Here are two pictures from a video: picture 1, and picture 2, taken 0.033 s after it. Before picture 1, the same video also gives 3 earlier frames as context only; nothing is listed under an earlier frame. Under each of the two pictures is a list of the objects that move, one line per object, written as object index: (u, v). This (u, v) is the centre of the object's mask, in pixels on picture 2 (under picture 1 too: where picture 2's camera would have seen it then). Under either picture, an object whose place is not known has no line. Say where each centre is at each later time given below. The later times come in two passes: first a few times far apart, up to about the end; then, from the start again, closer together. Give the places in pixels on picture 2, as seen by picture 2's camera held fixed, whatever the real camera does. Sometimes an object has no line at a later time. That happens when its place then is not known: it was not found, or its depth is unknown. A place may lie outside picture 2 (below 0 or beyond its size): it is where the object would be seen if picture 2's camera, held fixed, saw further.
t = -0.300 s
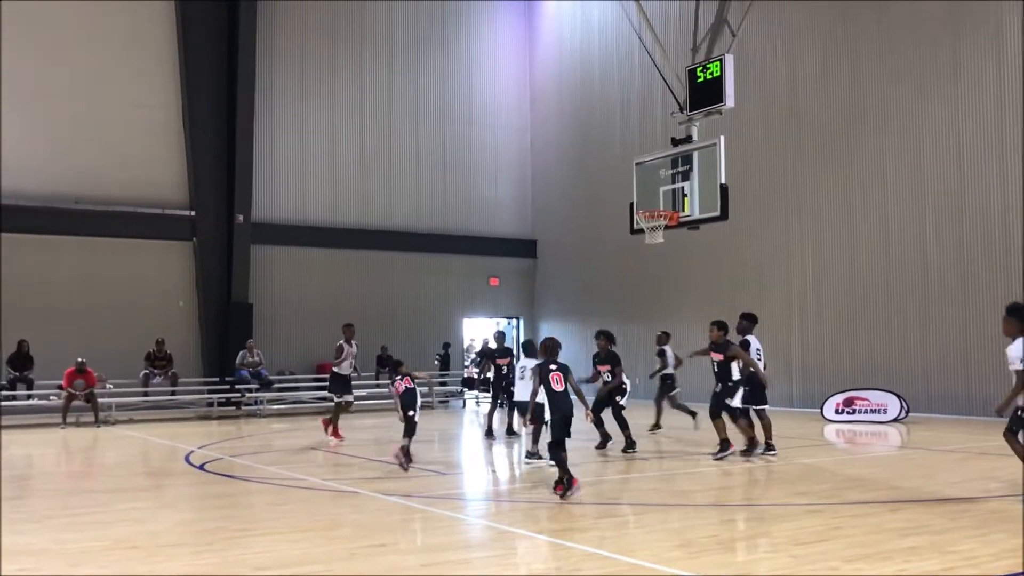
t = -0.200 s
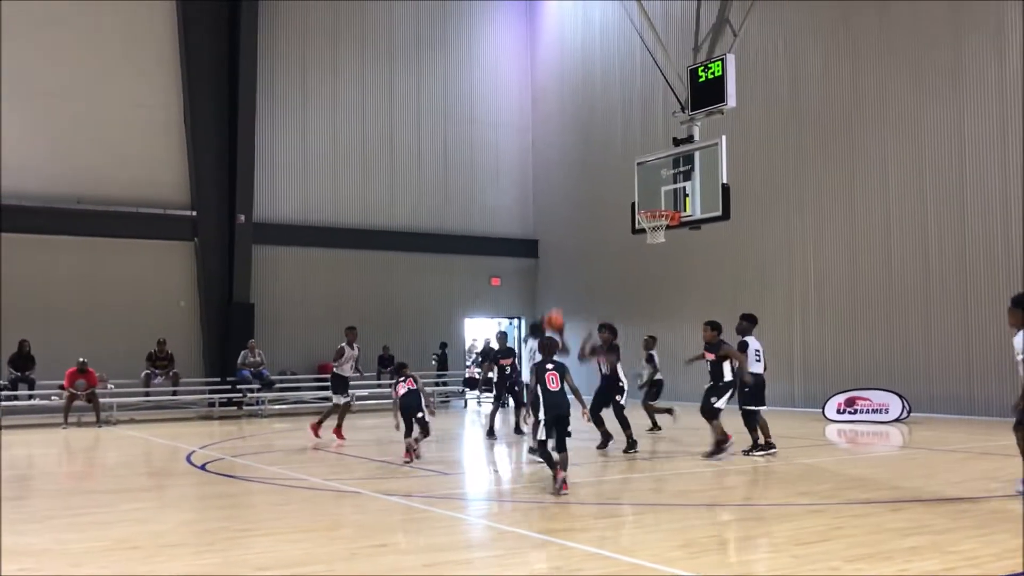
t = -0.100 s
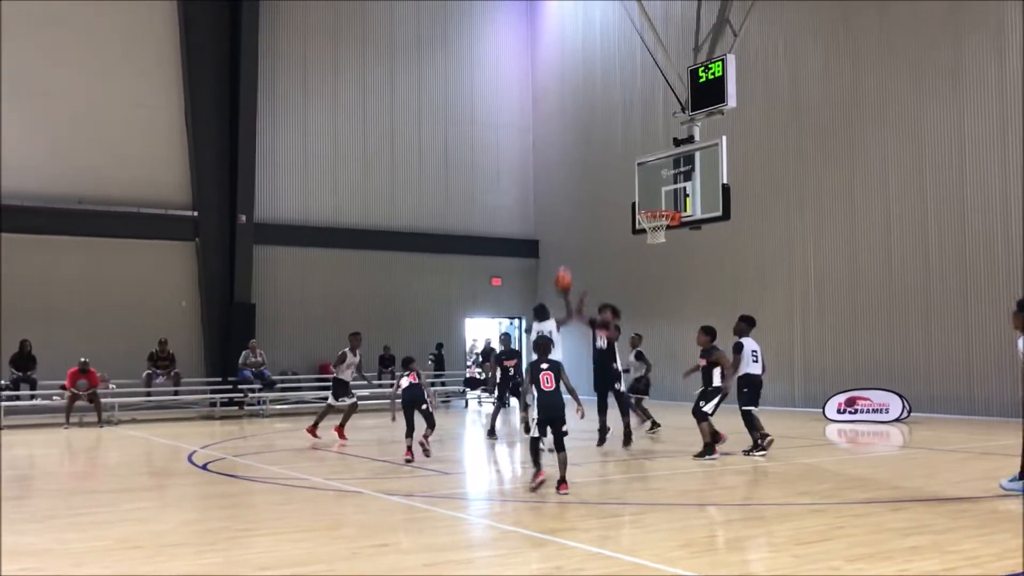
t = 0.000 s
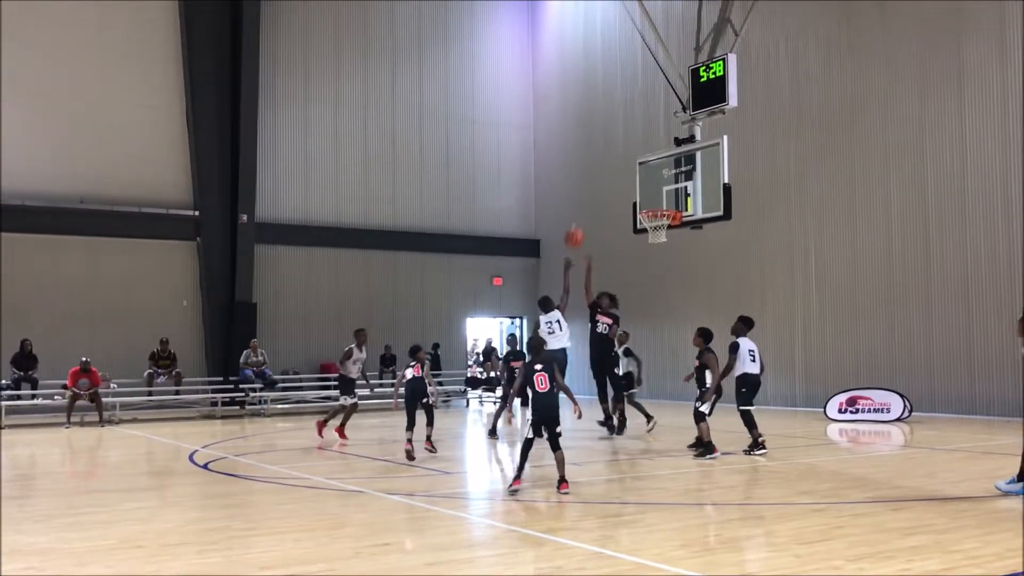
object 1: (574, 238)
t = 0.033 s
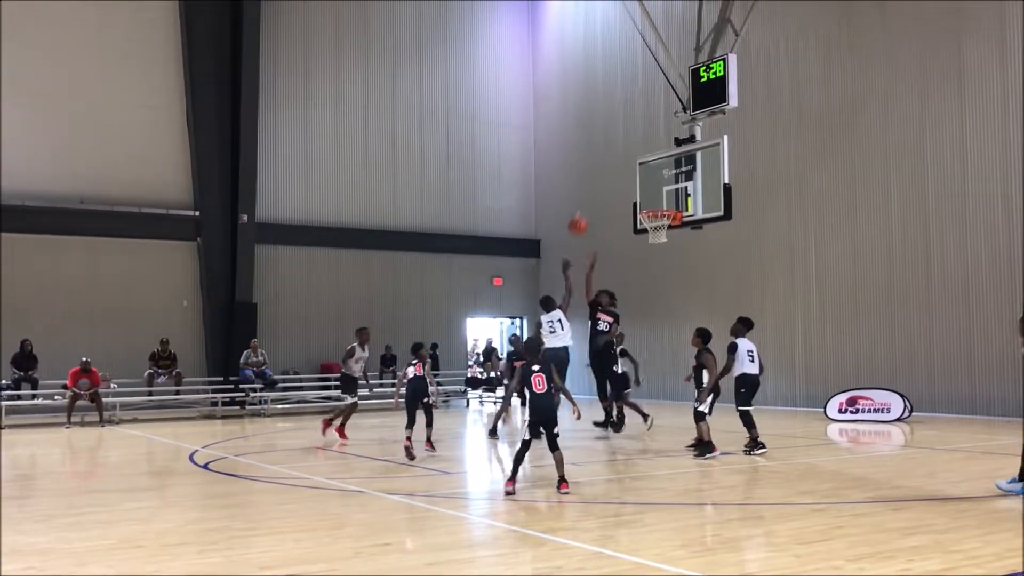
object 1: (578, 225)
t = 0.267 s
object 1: (603, 172)
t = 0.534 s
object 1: (629, 169)
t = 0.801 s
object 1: (651, 199)
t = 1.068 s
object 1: (663, 204)
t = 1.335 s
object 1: (647, 206)
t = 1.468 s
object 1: (637, 216)
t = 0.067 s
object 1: (581, 215)
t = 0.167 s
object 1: (593, 188)
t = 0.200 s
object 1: (596, 182)
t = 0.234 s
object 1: (600, 177)
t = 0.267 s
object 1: (603, 172)
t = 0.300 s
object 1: (606, 169)
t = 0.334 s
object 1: (610, 167)
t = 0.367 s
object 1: (613, 165)
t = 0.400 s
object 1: (617, 164)
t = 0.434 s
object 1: (620, 164)
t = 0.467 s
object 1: (623, 165)
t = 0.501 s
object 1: (626, 167)
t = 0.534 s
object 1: (629, 169)
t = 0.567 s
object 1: (632, 172)
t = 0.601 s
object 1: (635, 176)
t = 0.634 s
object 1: (638, 181)
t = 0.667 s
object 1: (641, 188)
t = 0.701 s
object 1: (644, 194)
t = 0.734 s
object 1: (647, 200)
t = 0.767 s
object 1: (649, 202)
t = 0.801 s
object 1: (651, 199)
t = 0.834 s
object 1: (652, 197)
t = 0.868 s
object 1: (653, 196)
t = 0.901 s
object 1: (655, 195)
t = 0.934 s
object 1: (656, 196)
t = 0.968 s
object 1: (657, 197)
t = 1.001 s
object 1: (659, 198)
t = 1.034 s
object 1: (661, 201)
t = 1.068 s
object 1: (663, 204)
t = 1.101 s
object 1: (664, 205)
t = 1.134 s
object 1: (664, 205)
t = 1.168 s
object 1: (660, 204)
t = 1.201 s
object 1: (656, 204)
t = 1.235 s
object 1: (651, 205)
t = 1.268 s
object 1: (649, 205)
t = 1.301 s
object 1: (648, 205)
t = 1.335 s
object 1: (647, 206)
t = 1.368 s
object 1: (646, 207)
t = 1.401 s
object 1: (644, 209)
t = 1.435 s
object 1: (643, 213)
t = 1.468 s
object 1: (637, 216)
